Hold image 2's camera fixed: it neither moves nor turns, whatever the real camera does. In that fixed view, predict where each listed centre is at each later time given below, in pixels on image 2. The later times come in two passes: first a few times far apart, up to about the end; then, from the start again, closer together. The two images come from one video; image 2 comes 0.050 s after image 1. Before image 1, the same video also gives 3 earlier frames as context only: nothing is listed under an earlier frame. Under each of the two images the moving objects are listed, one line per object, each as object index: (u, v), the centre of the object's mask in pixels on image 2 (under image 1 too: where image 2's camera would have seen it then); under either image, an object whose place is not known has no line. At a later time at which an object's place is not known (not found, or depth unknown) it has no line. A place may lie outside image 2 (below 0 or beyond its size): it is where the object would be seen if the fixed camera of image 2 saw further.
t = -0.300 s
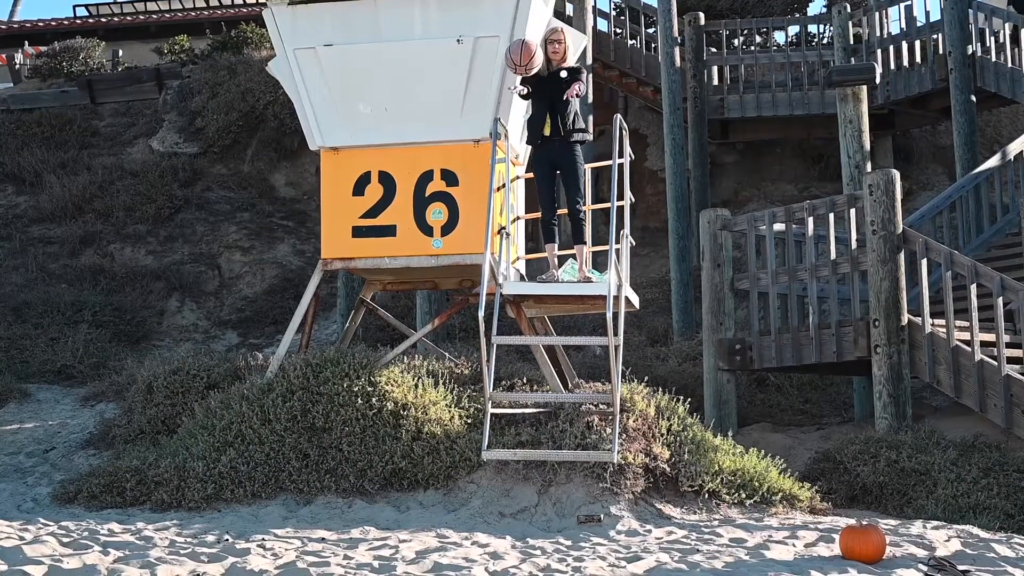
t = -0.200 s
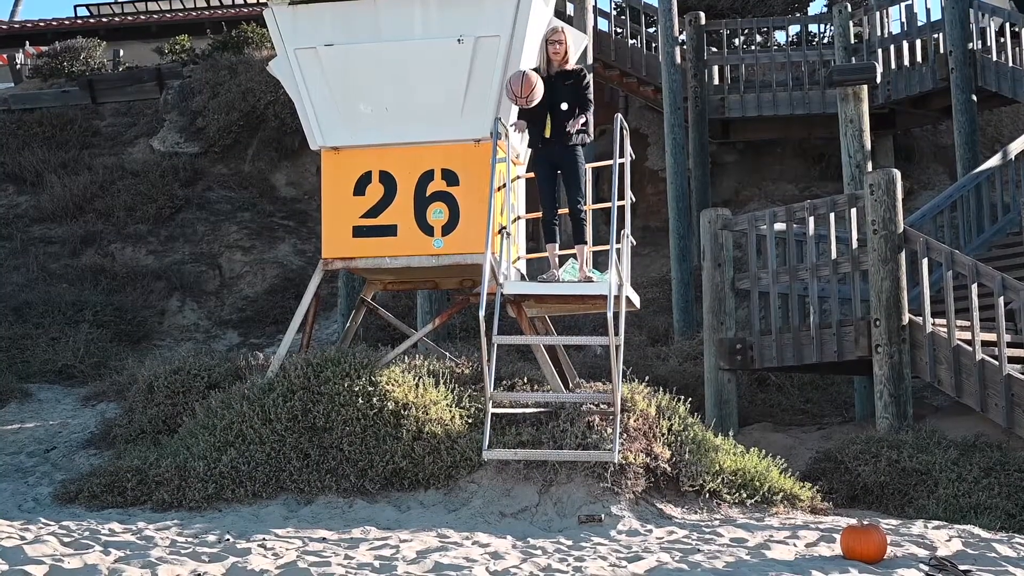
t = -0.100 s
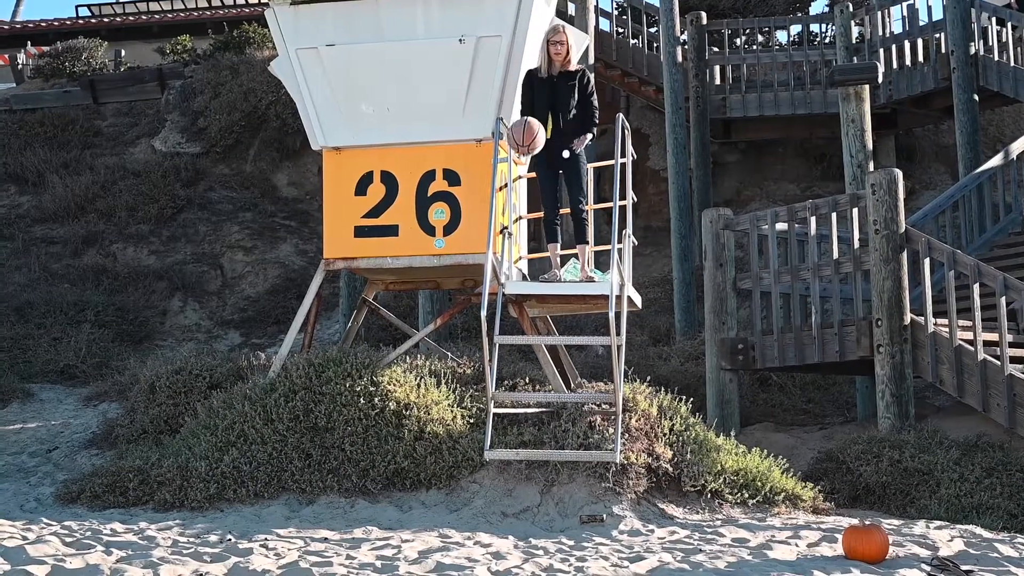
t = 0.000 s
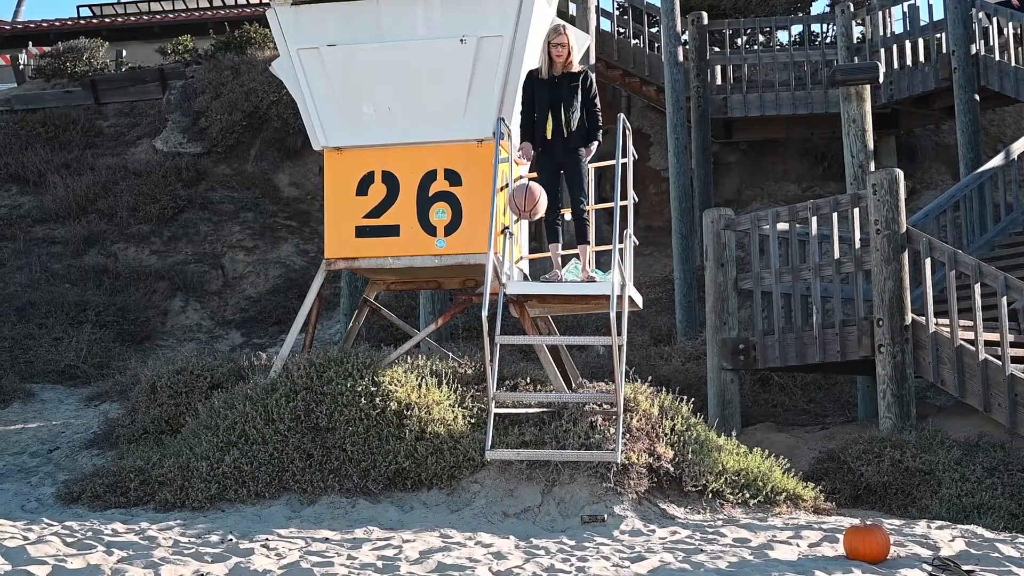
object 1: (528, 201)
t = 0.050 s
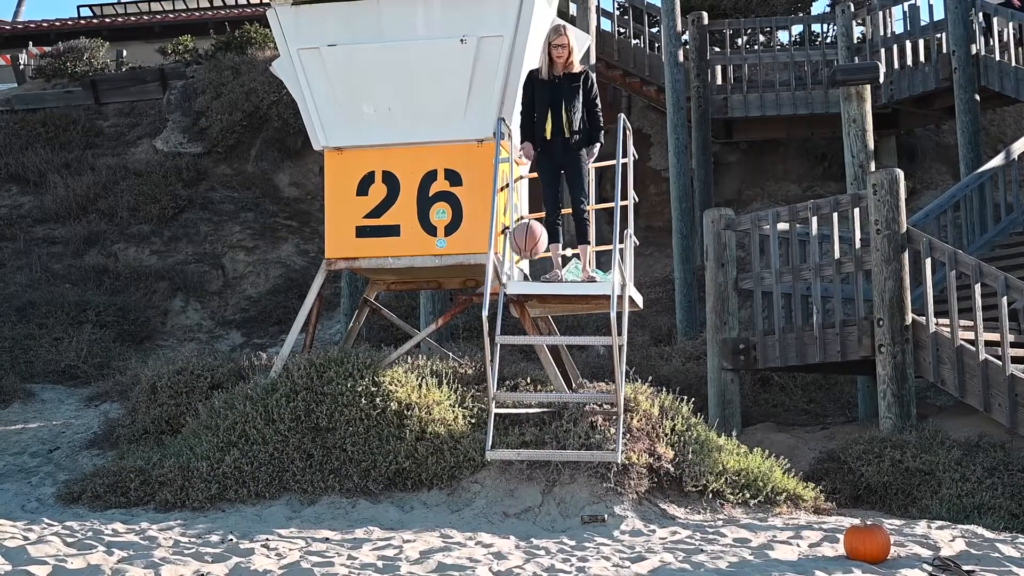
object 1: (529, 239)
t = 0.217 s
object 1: (530, 402)
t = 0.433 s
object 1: (499, 473)
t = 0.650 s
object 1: (444, 439)
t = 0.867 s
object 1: (387, 484)
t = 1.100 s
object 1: (337, 527)
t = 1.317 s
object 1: (310, 534)
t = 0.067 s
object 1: (529, 254)
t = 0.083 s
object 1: (529, 268)
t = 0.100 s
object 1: (529, 283)
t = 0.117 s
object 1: (528, 299)
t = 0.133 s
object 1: (529, 314)
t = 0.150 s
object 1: (529, 330)
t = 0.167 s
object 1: (529, 347)
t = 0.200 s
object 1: (529, 382)
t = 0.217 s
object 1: (530, 402)
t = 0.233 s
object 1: (530, 422)
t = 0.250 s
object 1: (530, 440)
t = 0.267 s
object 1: (530, 460)
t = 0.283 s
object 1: (531, 481)
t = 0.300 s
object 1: (530, 502)
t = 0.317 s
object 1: (530, 520)
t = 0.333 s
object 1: (527, 515)
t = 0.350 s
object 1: (522, 507)
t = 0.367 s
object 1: (517, 500)
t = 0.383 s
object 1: (512, 493)
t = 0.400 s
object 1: (508, 485)
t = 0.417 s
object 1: (504, 479)
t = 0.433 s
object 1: (499, 473)
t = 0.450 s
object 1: (495, 468)
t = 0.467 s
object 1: (491, 463)
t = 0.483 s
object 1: (487, 459)
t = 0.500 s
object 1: (482, 455)
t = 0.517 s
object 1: (478, 451)
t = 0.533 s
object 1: (474, 448)
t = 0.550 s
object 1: (470, 446)
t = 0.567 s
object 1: (465, 444)
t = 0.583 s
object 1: (461, 442)
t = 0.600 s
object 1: (457, 440)
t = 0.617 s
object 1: (452, 440)
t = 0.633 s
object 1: (448, 439)
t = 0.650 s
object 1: (444, 439)
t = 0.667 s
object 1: (439, 440)
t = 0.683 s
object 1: (435, 441)
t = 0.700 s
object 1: (431, 442)
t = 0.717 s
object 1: (426, 445)
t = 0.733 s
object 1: (422, 447)
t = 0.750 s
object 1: (417, 450)
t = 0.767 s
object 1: (413, 453)
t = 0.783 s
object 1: (409, 457)
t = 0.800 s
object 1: (404, 462)
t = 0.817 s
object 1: (400, 467)
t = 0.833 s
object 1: (396, 472)
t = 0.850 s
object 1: (391, 478)
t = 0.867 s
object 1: (387, 484)
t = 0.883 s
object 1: (382, 491)
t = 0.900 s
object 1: (378, 499)
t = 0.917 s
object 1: (373, 507)
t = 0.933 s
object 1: (370, 515)
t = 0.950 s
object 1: (365, 523)
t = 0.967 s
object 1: (361, 522)
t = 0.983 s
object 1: (358, 522)
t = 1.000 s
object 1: (355, 523)
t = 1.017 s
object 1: (352, 523)
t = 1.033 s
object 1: (349, 524)
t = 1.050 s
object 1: (346, 525)
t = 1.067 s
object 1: (343, 527)
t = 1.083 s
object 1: (340, 527)
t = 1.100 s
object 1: (337, 527)
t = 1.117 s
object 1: (335, 526)
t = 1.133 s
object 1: (333, 526)
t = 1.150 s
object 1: (330, 525)
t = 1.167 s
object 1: (329, 526)
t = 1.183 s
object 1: (327, 526)
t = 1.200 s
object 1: (325, 527)
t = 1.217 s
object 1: (323, 529)
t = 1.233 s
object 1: (320, 529)
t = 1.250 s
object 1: (319, 530)
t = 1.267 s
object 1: (317, 531)
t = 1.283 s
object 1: (315, 532)
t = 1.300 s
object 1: (313, 533)
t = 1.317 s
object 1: (310, 534)
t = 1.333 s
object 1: (307, 535)
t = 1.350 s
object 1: (306, 535)
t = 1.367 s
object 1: (304, 534)
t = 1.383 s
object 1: (302, 533)
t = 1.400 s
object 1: (300, 533)
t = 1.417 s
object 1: (298, 533)
